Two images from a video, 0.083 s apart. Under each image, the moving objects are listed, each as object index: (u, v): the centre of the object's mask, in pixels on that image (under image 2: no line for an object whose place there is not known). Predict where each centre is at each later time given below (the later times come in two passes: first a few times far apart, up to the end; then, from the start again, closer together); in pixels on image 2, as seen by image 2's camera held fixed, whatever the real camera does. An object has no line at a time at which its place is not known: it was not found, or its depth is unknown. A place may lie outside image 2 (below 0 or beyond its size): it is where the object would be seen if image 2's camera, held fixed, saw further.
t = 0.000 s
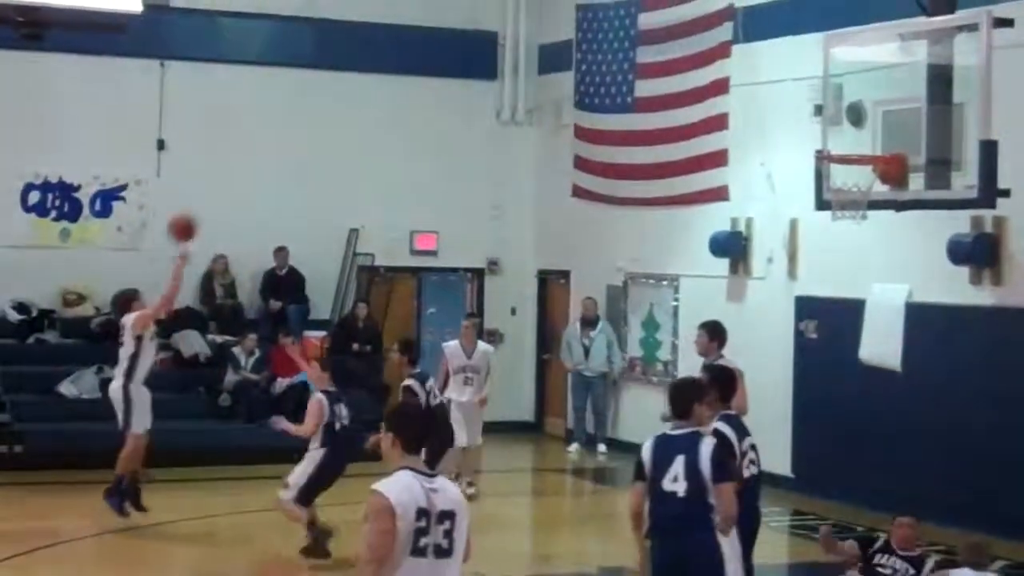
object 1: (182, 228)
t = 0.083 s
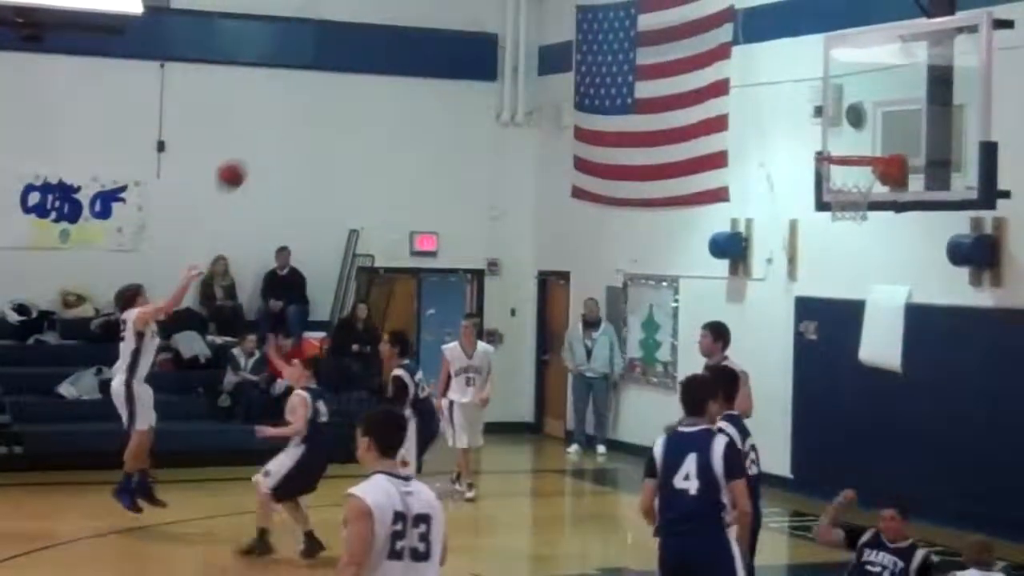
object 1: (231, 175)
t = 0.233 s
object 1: (320, 97)
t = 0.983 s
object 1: (812, 125)
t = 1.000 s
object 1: (825, 137)
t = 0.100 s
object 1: (240, 166)
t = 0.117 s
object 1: (250, 156)
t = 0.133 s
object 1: (260, 147)
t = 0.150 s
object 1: (270, 138)
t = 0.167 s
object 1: (280, 129)
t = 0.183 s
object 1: (290, 121)
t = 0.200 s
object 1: (300, 113)
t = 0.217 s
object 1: (310, 105)
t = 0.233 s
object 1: (320, 97)
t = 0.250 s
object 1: (331, 90)
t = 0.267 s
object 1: (340, 85)
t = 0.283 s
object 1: (349, 77)
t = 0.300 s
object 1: (360, 70)
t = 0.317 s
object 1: (370, 64)
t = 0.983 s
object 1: (812, 125)
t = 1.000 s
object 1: (825, 137)
